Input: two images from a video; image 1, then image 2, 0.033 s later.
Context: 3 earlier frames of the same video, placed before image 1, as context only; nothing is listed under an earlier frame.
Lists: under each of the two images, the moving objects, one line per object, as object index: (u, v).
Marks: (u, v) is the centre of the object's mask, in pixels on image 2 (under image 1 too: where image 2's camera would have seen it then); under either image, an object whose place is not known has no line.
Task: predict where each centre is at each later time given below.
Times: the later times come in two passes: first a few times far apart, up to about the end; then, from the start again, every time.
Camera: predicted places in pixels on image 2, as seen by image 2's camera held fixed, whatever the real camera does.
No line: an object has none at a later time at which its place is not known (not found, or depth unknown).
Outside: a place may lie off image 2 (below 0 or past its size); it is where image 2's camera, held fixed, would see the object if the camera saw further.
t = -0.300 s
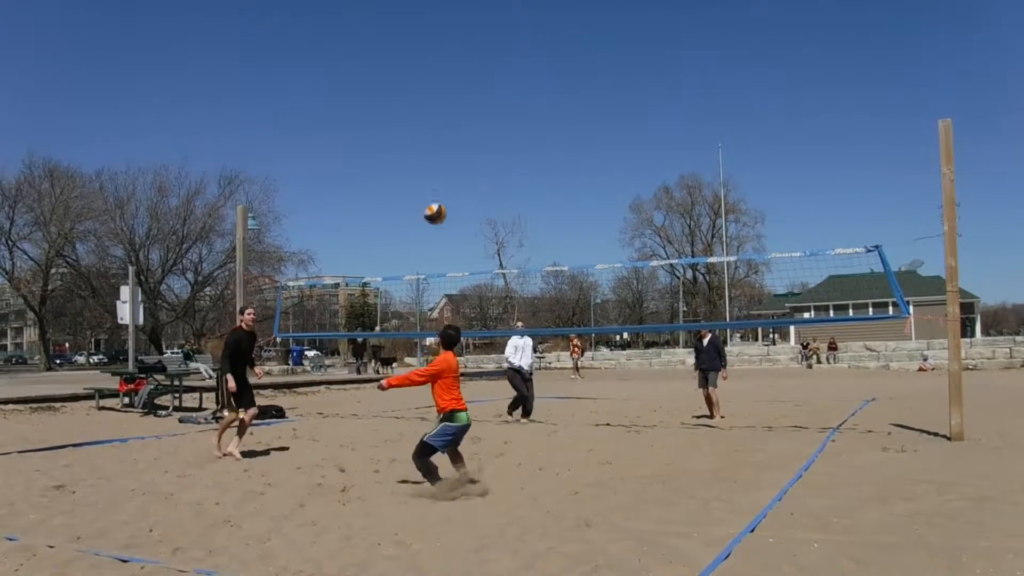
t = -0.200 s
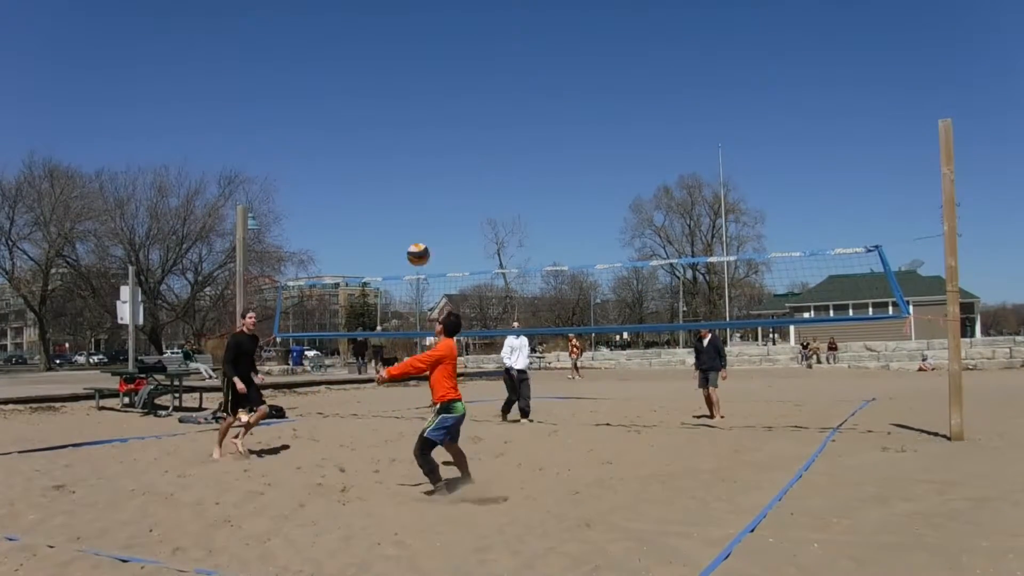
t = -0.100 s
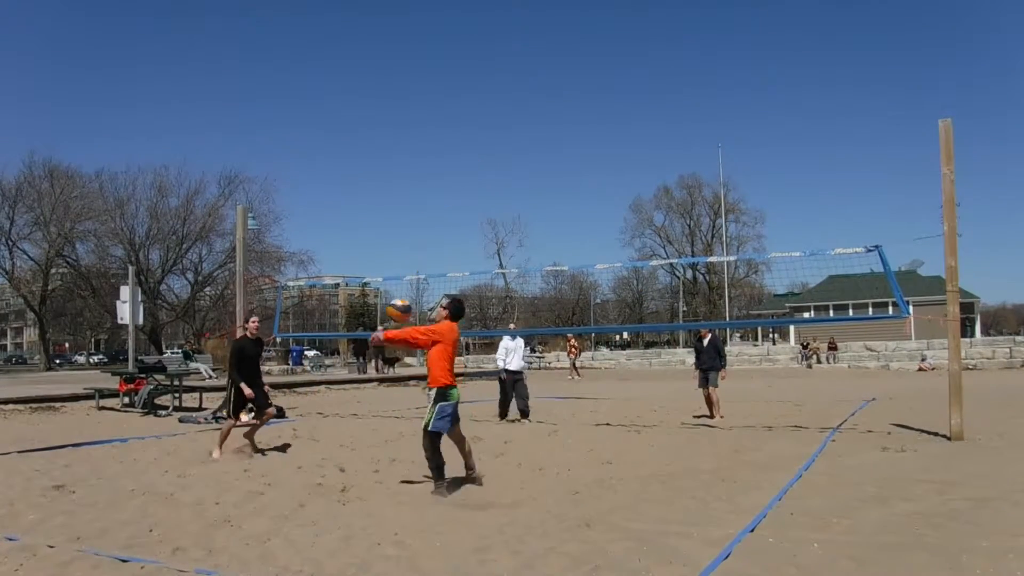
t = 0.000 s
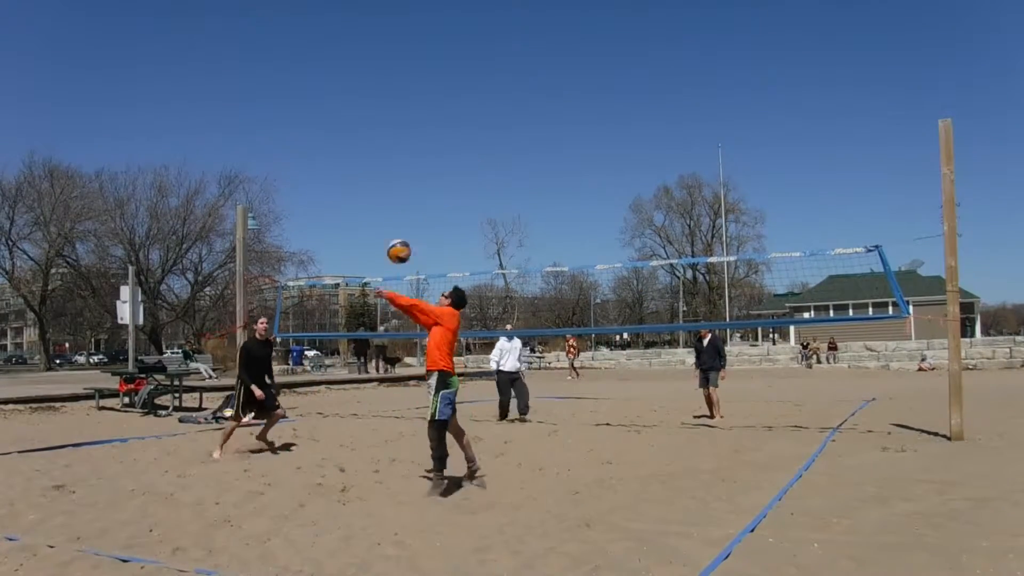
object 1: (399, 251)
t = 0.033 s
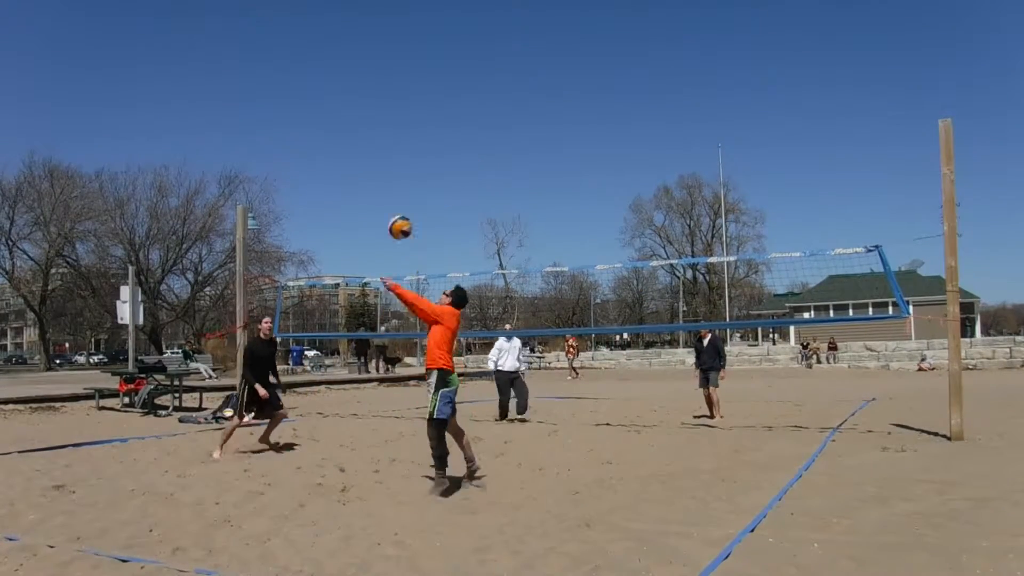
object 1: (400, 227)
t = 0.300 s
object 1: (408, 96)
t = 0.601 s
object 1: (415, 48)
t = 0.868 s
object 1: (418, 73)
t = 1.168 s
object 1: (415, 164)
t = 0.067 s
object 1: (401, 205)
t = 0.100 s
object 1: (402, 185)
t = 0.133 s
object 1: (403, 166)
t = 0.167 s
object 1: (404, 149)
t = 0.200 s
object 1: (405, 134)
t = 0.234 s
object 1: (407, 120)
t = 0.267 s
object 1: (407, 107)
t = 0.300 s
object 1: (408, 96)
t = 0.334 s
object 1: (409, 87)
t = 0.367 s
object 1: (410, 78)
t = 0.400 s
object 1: (411, 70)
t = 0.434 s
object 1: (412, 64)
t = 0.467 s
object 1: (413, 58)
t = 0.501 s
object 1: (414, 54)
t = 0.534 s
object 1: (415, 51)
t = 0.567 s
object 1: (415, 49)
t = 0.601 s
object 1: (415, 48)
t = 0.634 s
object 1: (416, 48)
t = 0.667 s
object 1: (416, 49)
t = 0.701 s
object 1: (417, 51)
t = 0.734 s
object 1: (417, 54)
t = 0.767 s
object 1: (417, 57)
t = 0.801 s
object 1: (418, 62)
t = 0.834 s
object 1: (418, 67)
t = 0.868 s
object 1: (418, 73)
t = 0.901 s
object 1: (418, 80)
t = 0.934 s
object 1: (418, 88)
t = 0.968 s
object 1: (418, 97)
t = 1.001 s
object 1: (418, 106)
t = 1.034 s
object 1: (417, 117)
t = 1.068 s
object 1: (417, 128)
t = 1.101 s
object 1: (416, 139)
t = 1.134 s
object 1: (416, 152)
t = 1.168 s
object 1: (415, 164)
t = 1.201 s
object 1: (415, 178)
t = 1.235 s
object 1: (414, 193)
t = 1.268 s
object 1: (414, 208)
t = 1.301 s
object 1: (413, 224)
